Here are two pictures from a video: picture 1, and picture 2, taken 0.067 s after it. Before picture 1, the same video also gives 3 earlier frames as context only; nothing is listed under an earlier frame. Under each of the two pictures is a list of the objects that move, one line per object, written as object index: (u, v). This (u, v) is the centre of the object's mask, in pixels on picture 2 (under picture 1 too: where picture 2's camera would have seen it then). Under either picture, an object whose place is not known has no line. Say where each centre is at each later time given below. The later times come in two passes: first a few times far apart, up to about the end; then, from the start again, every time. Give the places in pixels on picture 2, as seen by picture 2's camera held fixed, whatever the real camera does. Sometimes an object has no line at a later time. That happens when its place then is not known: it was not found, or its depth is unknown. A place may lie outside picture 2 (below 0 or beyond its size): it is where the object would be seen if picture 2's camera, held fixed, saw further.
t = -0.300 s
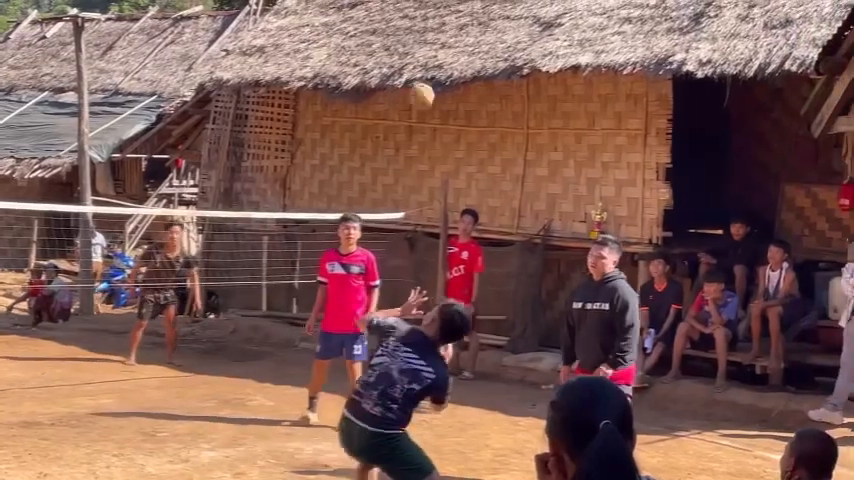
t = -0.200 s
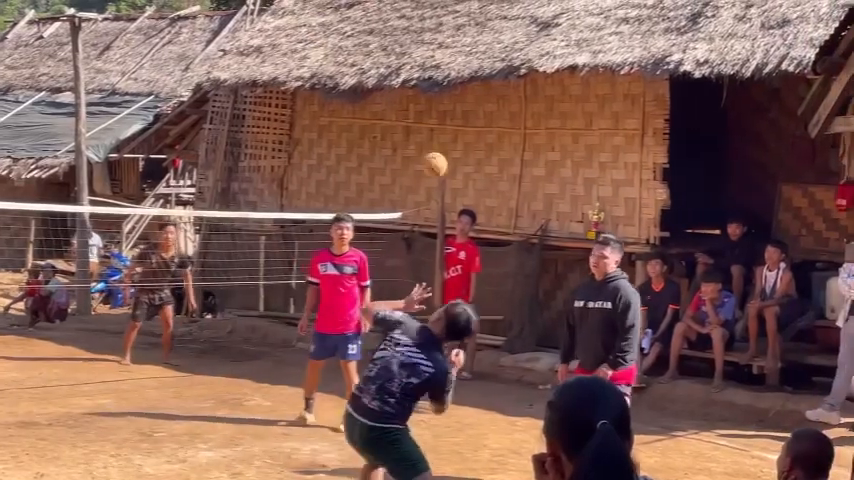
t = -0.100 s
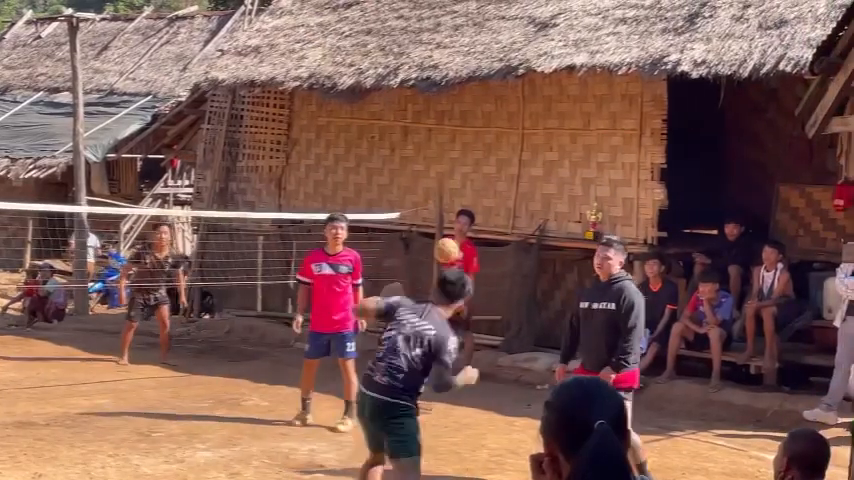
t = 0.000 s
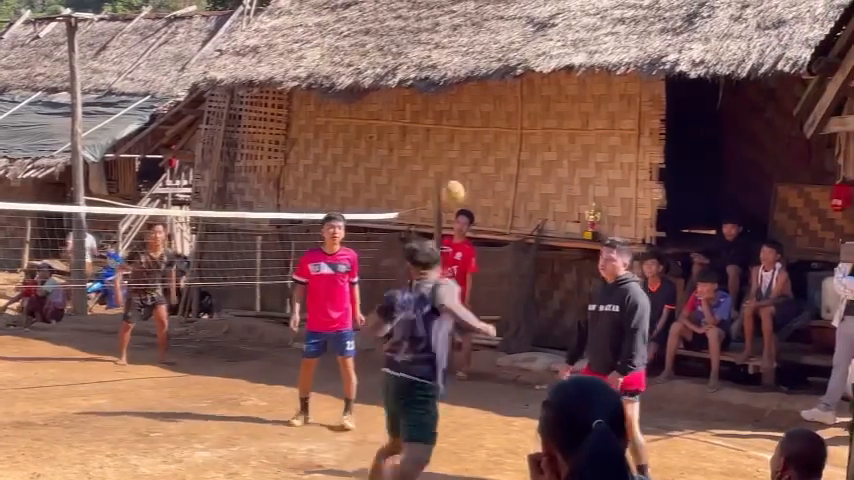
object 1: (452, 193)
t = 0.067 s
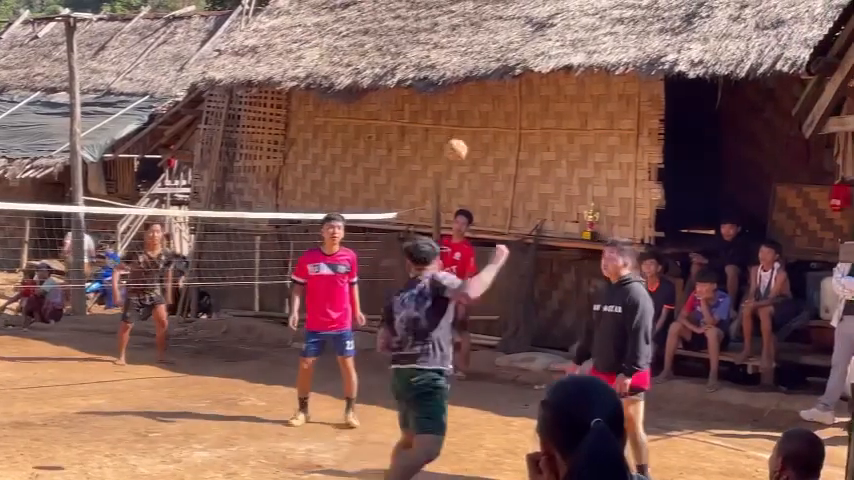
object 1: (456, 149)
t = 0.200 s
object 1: (463, 96)
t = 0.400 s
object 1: (469, 78)
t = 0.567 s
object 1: (473, 101)
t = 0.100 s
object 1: (458, 133)
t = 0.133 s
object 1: (460, 118)
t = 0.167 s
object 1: (461, 106)
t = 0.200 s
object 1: (463, 96)
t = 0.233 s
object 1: (464, 89)
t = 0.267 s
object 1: (465, 83)
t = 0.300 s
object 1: (467, 79)
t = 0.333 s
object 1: (468, 78)
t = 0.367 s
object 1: (469, 76)
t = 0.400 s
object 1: (469, 78)
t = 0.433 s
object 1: (469, 79)
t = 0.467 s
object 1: (469, 82)
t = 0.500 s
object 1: (472, 87)
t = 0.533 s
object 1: (474, 93)
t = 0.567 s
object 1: (473, 101)
